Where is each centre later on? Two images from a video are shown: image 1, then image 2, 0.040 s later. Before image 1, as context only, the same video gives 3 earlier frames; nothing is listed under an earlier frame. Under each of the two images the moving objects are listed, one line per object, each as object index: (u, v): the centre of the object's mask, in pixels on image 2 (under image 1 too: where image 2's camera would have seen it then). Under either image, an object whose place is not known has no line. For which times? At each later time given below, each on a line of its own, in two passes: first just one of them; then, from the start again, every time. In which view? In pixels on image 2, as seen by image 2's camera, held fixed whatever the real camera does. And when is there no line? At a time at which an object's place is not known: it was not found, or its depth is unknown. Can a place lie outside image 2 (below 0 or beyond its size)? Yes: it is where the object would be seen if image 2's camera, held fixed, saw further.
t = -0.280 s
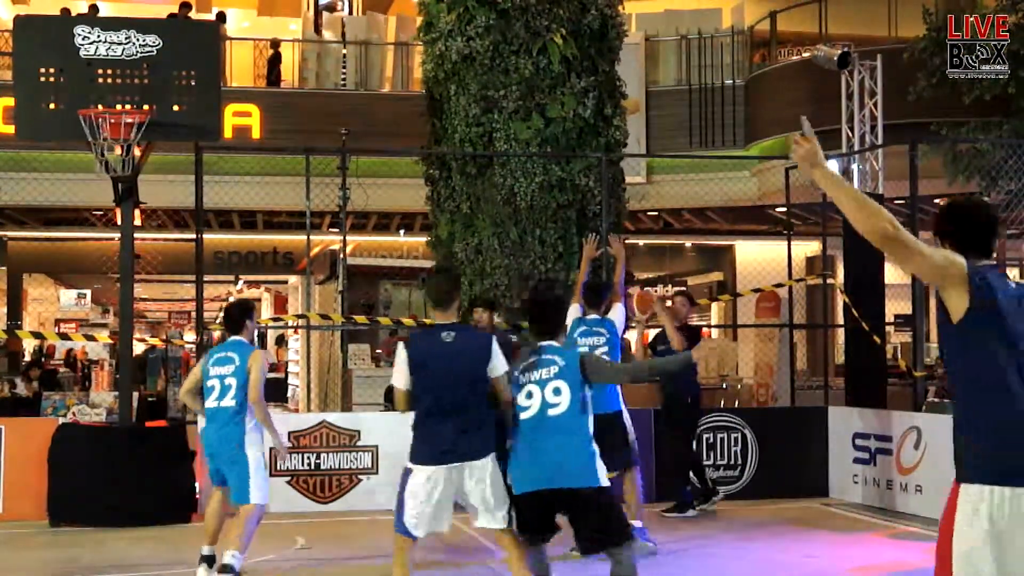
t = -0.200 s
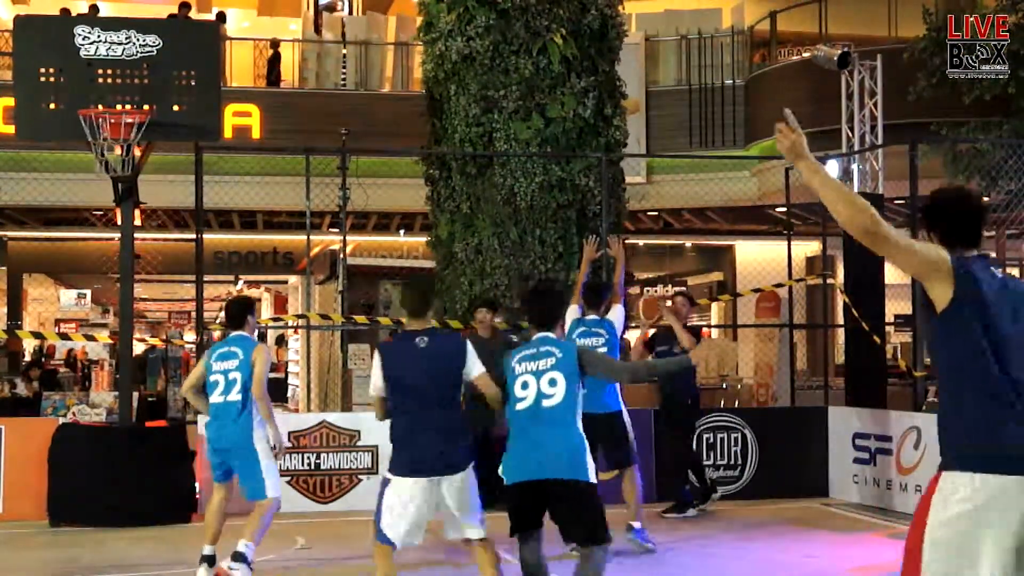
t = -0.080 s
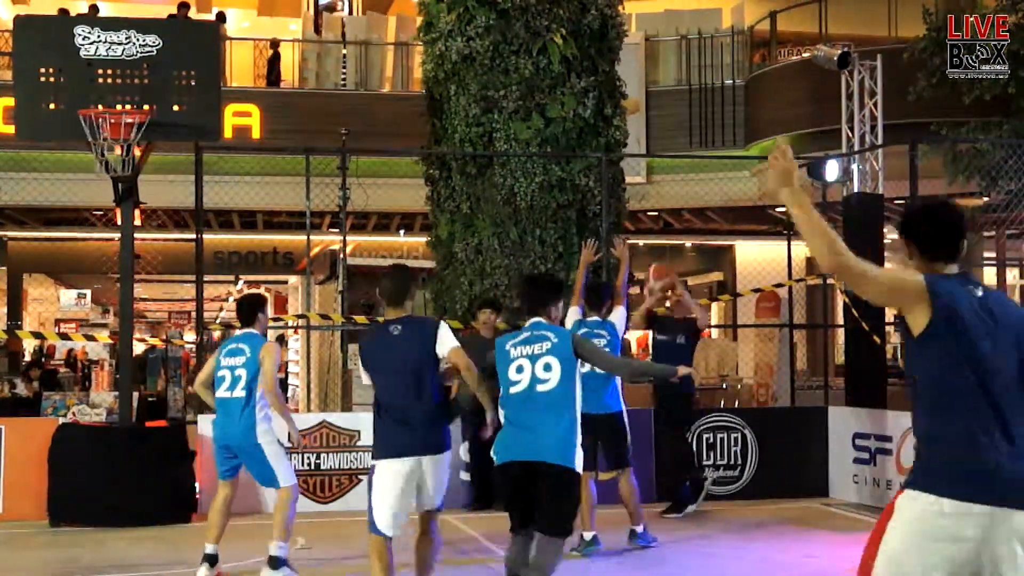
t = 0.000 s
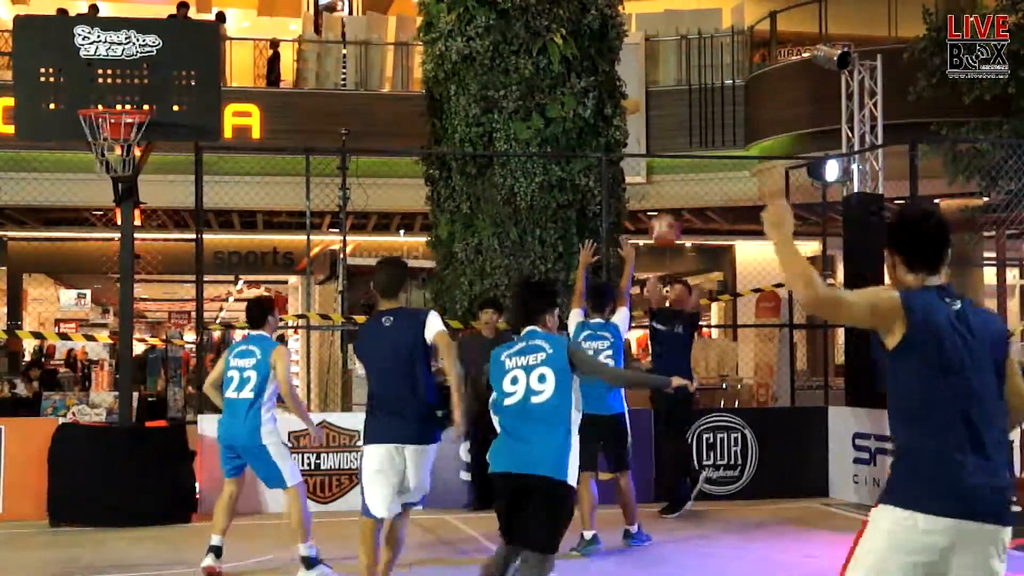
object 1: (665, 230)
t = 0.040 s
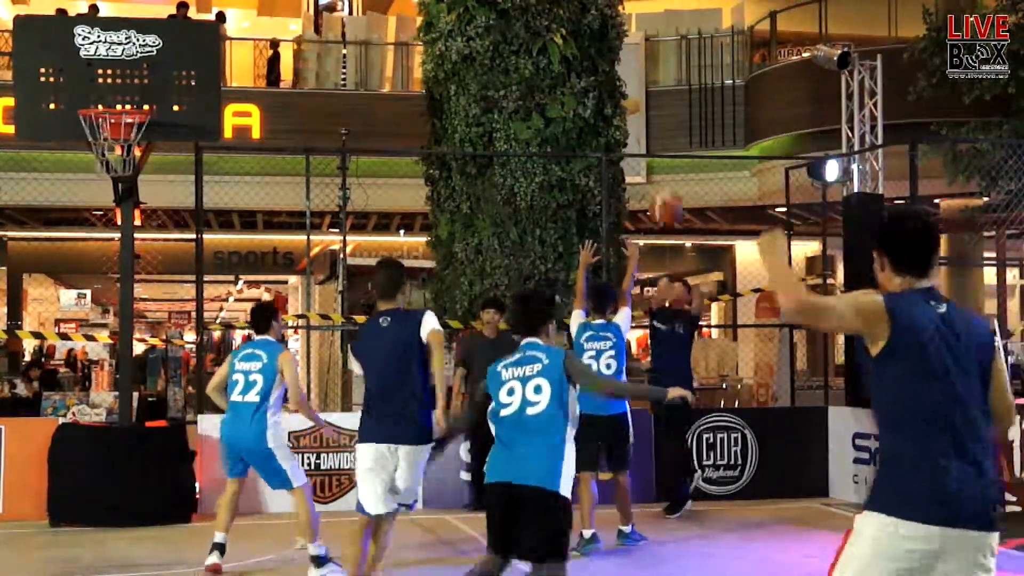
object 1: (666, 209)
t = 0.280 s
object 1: (678, 92)
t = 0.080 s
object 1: (666, 187)
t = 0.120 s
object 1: (668, 164)
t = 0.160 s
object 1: (670, 145)
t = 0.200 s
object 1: (673, 127)
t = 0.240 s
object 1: (676, 109)
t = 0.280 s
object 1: (678, 92)
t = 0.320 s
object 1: (680, 77)
